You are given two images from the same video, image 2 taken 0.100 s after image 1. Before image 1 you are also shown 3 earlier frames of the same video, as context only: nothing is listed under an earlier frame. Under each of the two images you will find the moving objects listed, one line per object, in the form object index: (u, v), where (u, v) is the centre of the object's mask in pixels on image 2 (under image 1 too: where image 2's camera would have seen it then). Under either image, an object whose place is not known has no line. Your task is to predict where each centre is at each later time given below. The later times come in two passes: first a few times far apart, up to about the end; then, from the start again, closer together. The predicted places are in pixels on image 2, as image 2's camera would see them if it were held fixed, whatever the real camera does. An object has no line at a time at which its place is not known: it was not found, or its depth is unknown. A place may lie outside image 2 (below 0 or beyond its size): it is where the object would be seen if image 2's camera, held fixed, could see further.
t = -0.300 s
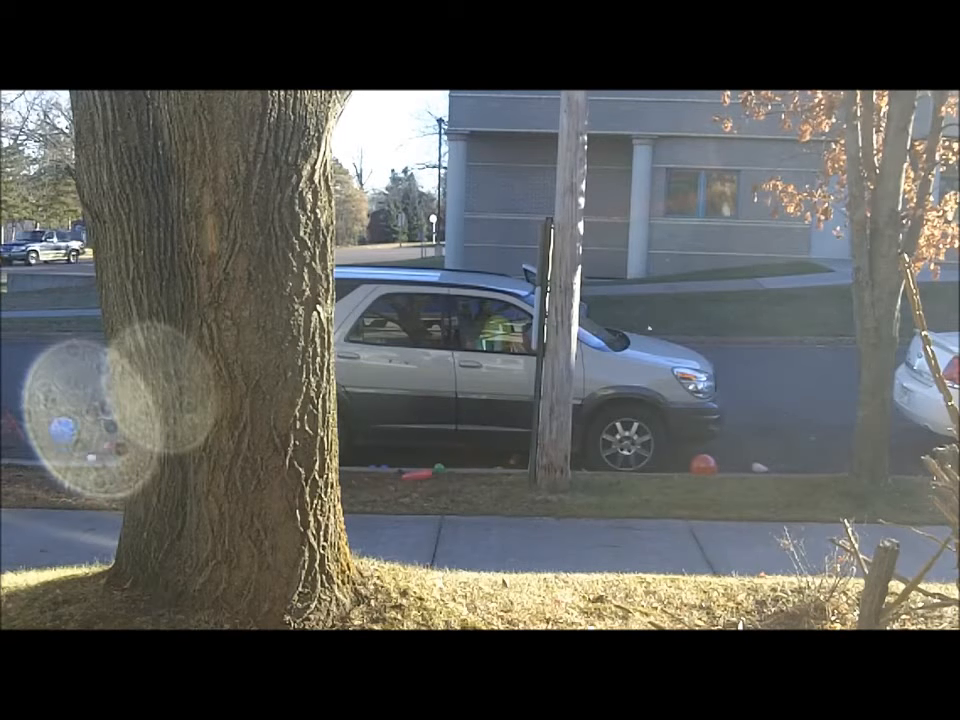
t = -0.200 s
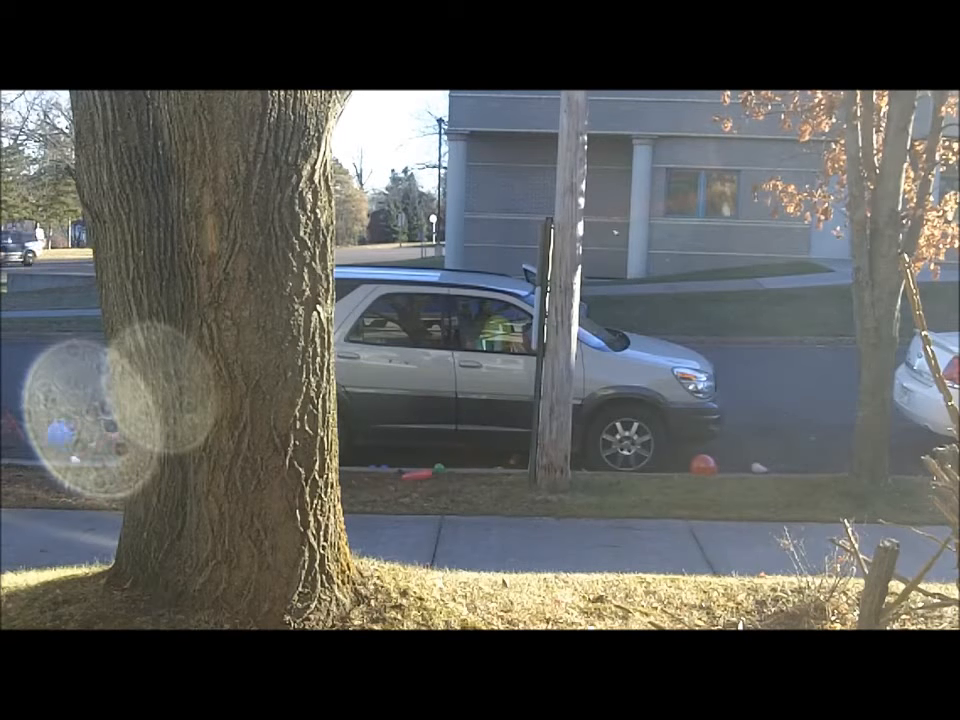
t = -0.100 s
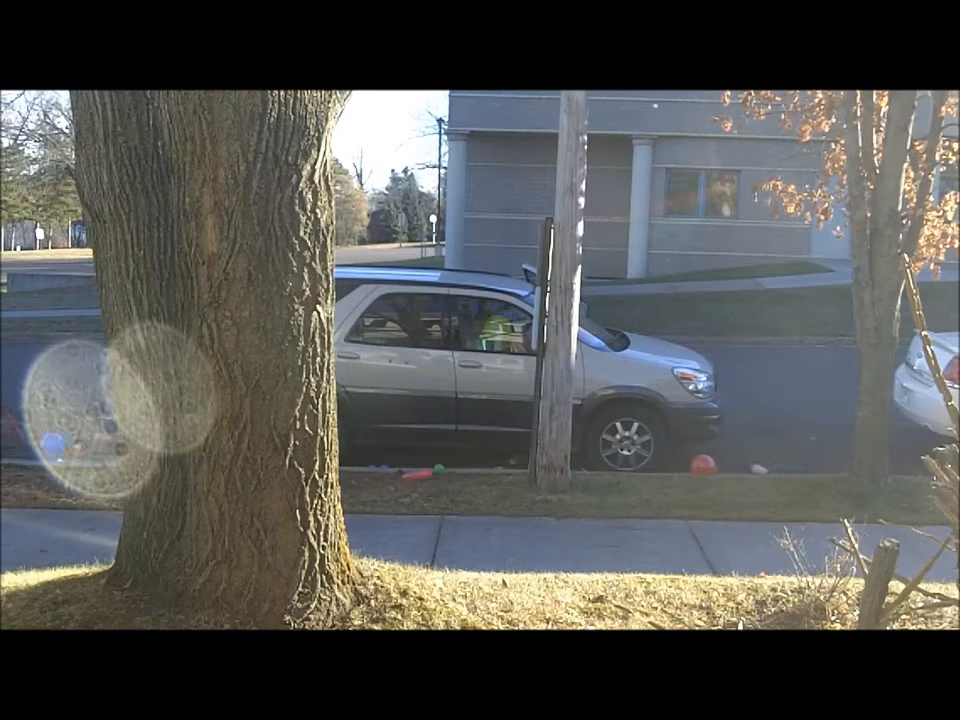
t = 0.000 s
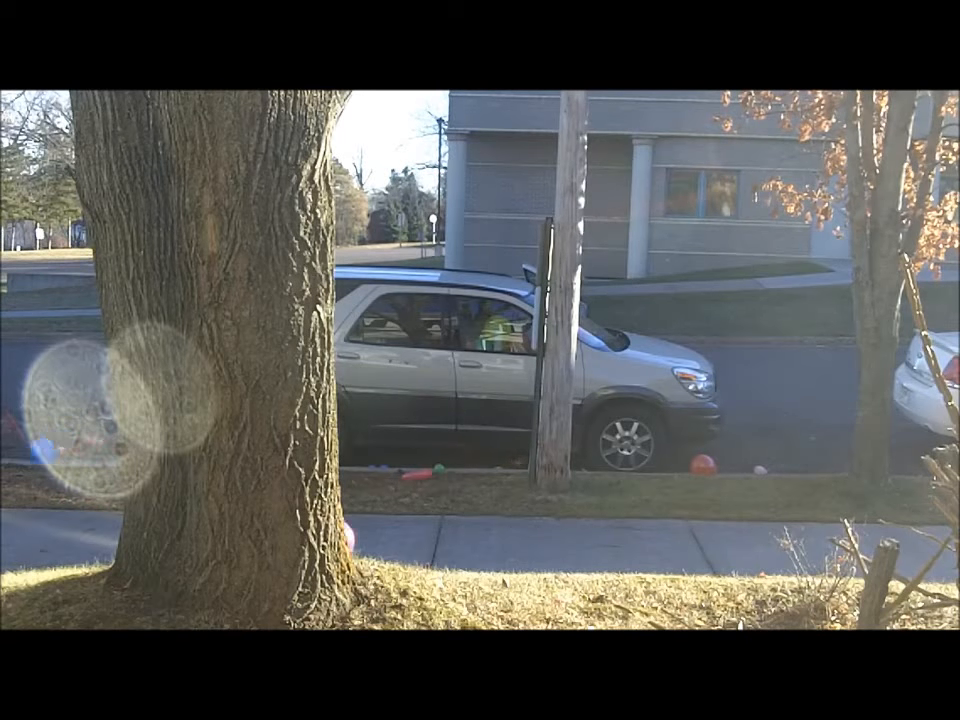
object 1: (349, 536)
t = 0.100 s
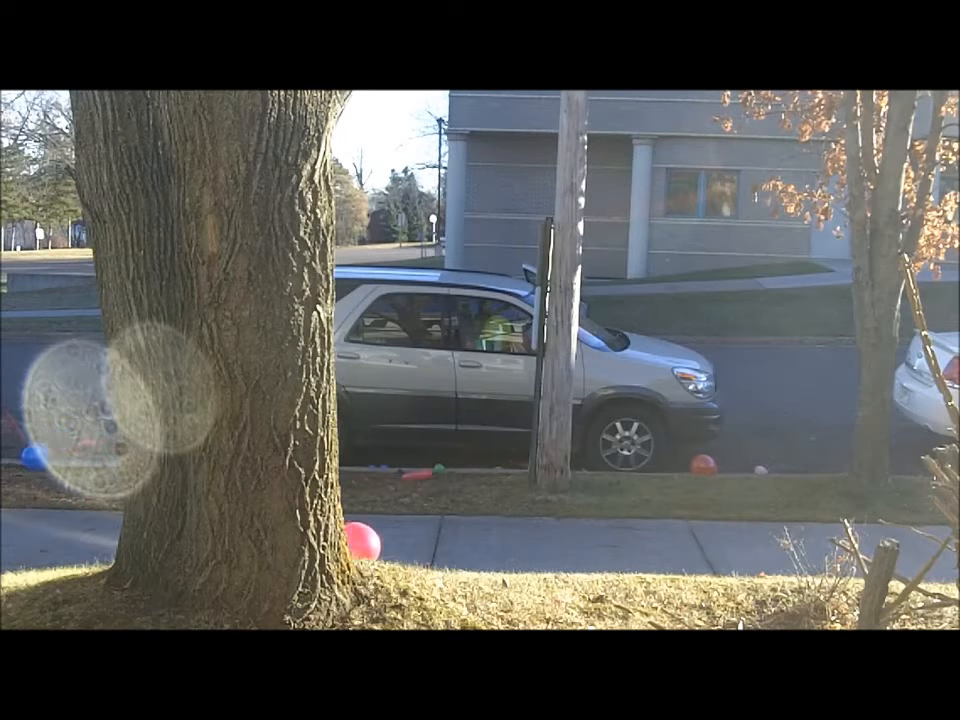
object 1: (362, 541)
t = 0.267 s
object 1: (398, 545)
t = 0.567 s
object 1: (477, 541)
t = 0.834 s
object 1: (550, 547)
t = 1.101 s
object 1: (611, 550)
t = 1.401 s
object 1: (643, 550)
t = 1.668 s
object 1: (656, 552)
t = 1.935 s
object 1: (657, 552)
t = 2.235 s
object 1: (659, 553)
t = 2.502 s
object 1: (657, 553)
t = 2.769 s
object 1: (651, 553)
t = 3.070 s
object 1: (653, 556)
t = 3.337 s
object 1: (651, 557)
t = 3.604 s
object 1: (646, 559)
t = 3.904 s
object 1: (640, 560)
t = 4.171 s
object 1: (636, 561)
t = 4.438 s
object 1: (636, 562)
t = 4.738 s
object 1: (618, 560)
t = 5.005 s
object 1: (612, 559)
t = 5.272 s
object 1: (611, 560)
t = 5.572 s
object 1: (608, 560)
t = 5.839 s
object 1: (609, 560)
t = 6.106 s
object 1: (602, 558)
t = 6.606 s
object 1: (587, 557)
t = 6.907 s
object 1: (573, 558)
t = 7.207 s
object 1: (531, 559)
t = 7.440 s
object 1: (518, 559)
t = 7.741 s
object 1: (520, 559)
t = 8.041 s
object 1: (512, 561)
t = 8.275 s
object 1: (500, 561)
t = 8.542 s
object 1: (483, 561)
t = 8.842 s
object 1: (474, 560)
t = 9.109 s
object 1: (468, 560)
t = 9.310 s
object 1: (458, 560)
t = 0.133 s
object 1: (367, 541)
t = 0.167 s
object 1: (372, 542)
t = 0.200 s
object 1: (380, 543)
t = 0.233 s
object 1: (389, 544)
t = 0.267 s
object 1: (398, 545)
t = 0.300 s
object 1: (407, 546)
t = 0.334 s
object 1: (415, 548)
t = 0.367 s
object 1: (424, 548)
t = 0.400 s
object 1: (432, 547)
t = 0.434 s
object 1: (440, 545)
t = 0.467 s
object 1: (449, 543)
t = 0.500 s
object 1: (458, 541)
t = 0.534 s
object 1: (467, 541)
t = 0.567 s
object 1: (477, 541)
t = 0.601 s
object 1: (487, 542)
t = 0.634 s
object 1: (497, 544)
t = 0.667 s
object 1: (507, 546)
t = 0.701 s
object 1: (516, 548)
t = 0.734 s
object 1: (525, 550)
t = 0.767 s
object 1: (534, 549)
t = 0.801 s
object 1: (542, 548)
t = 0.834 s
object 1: (550, 547)
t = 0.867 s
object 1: (559, 547)
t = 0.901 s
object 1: (567, 548)
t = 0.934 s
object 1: (576, 549)
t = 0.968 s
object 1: (585, 551)
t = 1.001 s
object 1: (593, 551)
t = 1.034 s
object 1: (599, 551)
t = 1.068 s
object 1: (605, 550)
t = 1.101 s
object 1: (611, 550)
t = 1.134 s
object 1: (617, 550)
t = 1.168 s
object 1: (622, 550)
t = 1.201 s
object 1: (626, 550)
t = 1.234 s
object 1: (630, 550)
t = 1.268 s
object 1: (633, 550)
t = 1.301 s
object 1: (636, 550)
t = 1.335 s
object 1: (639, 550)
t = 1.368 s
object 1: (641, 550)
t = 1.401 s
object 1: (643, 550)
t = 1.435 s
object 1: (646, 551)
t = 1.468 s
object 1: (648, 551)
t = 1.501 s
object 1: (650, 551)
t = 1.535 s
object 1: (652, 552)
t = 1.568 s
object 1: (653, 552)
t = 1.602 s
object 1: (654, 552)
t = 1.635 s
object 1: (655, 552)
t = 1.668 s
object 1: (656, 552)
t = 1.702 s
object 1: (656, 552)
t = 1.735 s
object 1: (656, 552)
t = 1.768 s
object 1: (656, 552)
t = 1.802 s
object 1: (656, 552)
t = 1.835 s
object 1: (656, 552)
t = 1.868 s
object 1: (656, 552)
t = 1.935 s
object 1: (657, 552)
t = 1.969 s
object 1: (657, 553)
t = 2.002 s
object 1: (658, 553)
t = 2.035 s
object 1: (658, 554)
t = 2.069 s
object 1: (658, 554)
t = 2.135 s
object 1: (658, 554)
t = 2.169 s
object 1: (659, 554)
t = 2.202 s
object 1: (659, 554)
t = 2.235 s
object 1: (659, 553)
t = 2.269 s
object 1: (659, 553)
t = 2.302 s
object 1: (659, 553)
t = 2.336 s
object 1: (659, 553)
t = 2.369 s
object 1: (658, 553)
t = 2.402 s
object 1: (658, 553)
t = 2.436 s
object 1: (657, 553)
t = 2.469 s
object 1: (657, 553)
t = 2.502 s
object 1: (657, 553)
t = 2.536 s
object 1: (656, 553)
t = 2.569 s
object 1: (656, 553)
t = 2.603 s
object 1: (655, 553)
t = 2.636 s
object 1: (654, 552)
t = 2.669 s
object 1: (653, 552)
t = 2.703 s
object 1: (653, 552)
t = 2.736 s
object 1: (652, 552)
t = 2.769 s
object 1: (651, 553)
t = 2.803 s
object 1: (651, 553)
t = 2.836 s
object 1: (651, 553)
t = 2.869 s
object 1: (651, 553)
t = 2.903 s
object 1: (651, 553)
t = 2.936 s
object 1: (652, 554)
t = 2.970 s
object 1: (653, 554)
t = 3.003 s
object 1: (653, 555)
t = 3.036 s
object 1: (653, 555)
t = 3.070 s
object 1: (653, 556)
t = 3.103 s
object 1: (654, 556)
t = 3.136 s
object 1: (654, 557)
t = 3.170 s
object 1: (654, 557)
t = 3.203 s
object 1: (653, 557)
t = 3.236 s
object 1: (653, 557)
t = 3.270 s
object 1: (652, 557)
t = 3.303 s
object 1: (652, 557)
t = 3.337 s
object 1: (651, 557)
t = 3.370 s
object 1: (651, 557)
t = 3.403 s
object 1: (650, 557)
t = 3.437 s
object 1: (649, 558)
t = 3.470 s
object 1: (649, 558)
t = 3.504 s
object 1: (648, 558)
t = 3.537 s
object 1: (647, 558)
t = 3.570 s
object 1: (647, 559)
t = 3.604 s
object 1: (646, 559)
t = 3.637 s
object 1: (646, 559)
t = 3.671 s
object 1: (645, 559)
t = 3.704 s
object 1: (645, 559)
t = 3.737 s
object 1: (644, 559)
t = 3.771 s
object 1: (643, 559)
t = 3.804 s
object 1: (642, 559)
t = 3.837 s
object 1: (641, 559)
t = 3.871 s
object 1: (641, 560)
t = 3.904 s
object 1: (640, 560)
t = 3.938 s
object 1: (639, 560)
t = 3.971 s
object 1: (638, 560)
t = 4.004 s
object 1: (637, 560)
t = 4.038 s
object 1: (637, 560)
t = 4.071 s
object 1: (636, 560)
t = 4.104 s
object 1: (636, 560)
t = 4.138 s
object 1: (636, 561)
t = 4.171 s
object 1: (636, 561)
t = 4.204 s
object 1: (636, 561)
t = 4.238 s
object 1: (637, 562)
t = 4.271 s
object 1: (637, 563)
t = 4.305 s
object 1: (637, 563)
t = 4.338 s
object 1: (637, 563)
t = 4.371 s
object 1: (637, 563)
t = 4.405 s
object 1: (636, 562)
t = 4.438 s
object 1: (636, 562)
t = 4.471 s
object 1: (635, 562)
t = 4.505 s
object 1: (634, 562)
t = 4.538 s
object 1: (633, 562)
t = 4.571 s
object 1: (631, 562)
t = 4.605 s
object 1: (630, 562)
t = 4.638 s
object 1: (627, 561)
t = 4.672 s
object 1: (624, 561)
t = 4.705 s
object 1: (620, 560)
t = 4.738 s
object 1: (618, 560)
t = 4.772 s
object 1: (617, 559)
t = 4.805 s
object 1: (616, 559)
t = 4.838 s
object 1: (614, 559)
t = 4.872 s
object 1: (613, 559)
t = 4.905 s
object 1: (613, 559)
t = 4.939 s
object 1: (612, 559)
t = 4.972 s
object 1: (612, 559)
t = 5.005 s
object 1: (612, 559)
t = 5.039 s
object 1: (612, 559)
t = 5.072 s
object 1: (611, 559)
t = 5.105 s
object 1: (611, 559)
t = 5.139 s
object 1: (611, 559)
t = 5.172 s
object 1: (611, 559)
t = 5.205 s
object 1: (611, 559)
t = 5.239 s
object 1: (611, 560)
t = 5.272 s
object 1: (611, 560)
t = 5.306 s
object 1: (611, 560)
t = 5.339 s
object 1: (611, 560)
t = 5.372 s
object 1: (611, 560)
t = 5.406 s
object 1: (610, 560)
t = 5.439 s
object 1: (610, 560)
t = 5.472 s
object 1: (609, 560)
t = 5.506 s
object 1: (609, 560)
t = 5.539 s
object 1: (609, 560)
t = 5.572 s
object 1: (608, 560)
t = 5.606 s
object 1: (608, 560)
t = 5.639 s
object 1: (608, 560)
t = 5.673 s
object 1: (608, 560)
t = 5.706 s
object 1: (608, 560)
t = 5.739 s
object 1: (609, 560)
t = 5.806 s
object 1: (609, 560)
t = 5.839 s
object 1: (609, 560)
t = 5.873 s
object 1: (609, 560)
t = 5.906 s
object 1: (609, 560)
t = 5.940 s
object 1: (608, 560)
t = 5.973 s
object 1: (607, 559)
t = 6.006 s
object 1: (606, 559)
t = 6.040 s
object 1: (605, 559)
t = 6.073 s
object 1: (603, 559)
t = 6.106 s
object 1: (602, 558)
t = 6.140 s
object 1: (600, 559)
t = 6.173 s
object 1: (599, 559)
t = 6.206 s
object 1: (598, 559)
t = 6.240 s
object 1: (596, 558)
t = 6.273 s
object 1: (595, 558)
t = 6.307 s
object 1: (595, 558)
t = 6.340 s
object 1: (594, 558)
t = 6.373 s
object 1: (592, 558)
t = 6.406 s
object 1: (590, 558)
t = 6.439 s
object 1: (590, 557)
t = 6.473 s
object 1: (589, 557)
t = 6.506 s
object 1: (589, 557)
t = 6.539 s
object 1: (588, 557)
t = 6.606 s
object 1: (587, 557)
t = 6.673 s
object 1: (587, 557)
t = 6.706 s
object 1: (585, 557)
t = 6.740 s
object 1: (584, 557)
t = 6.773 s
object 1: (583, 557)
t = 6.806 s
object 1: (581, 557)
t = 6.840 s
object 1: (579, 558)
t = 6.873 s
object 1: (577, 558)
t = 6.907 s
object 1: (573, 558)
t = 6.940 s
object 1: (569, 559)
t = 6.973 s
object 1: (564, 561)
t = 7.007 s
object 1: (560, 561)
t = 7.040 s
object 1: (556, 560)
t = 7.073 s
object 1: (552, 560)
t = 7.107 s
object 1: (548, 560)
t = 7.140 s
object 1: (543, 560)
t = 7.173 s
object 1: (538, 560)
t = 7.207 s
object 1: (531, 559)
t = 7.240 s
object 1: (527, 560)
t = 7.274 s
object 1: (524, 559)
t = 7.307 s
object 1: (521, 559)
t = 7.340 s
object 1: (519, 560)
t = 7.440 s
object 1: (518, 559)
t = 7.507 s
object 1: (519, 559)
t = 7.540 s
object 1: (520, 559)
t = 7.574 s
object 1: (520, 559)
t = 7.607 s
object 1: (520, 559)
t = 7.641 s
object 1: (520, 559)
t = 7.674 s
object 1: (520, 559)
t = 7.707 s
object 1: (520, 559)
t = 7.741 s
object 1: (520, 559)
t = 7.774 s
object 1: (519, 559)
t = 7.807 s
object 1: (518, 560)
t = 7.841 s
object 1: (517, 561)
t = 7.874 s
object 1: (517, 561)
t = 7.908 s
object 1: (516, 561)
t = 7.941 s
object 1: (515, 561)
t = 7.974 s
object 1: (515, 561)
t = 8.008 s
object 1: (514, 561)
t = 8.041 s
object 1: (512, 561)
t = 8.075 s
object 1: (510, 561)
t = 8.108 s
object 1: (508, 561)
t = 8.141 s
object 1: (508, 561)
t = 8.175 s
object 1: (505, 561)
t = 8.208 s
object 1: (503, 561)
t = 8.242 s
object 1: (502, 561)
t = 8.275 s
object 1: (500, 561)
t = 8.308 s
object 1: (496, 561)
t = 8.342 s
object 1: (493, 562)
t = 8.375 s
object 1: (491, 561)
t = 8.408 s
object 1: (489, 561)
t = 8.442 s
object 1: (489, 562)
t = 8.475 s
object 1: (487, 561)
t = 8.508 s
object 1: (485, 562)
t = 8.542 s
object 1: (483, 561)
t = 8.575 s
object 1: (481, 562)
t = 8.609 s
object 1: (479, 562)
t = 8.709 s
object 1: (476, 562)
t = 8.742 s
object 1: (475, 562)
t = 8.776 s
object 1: (475, 561)
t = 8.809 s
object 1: (474, 561)
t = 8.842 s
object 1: (474, 560)
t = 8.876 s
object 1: (474, 560)
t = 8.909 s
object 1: (473, 560)
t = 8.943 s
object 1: (473, 560)
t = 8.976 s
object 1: (472, 561)
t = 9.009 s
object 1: (471, 561)
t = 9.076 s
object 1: (469, 560)
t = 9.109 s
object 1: (468, 560)
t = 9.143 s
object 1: (468, 560)
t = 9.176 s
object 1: (466, 560)
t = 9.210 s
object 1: (464, 560)
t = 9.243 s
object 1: (463, 560)
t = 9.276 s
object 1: (460, 560)
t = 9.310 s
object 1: (458, 560)
